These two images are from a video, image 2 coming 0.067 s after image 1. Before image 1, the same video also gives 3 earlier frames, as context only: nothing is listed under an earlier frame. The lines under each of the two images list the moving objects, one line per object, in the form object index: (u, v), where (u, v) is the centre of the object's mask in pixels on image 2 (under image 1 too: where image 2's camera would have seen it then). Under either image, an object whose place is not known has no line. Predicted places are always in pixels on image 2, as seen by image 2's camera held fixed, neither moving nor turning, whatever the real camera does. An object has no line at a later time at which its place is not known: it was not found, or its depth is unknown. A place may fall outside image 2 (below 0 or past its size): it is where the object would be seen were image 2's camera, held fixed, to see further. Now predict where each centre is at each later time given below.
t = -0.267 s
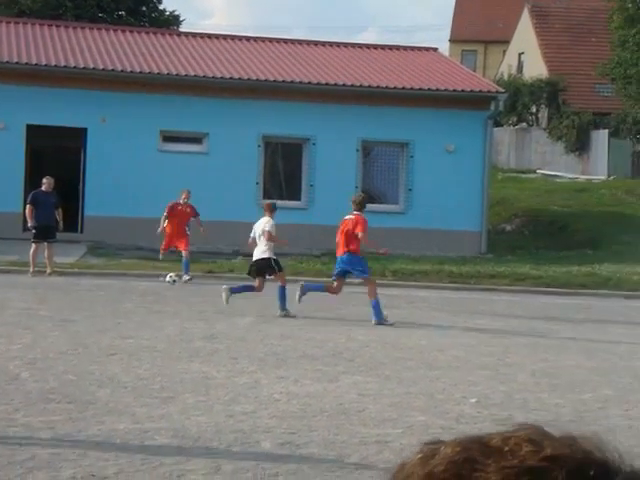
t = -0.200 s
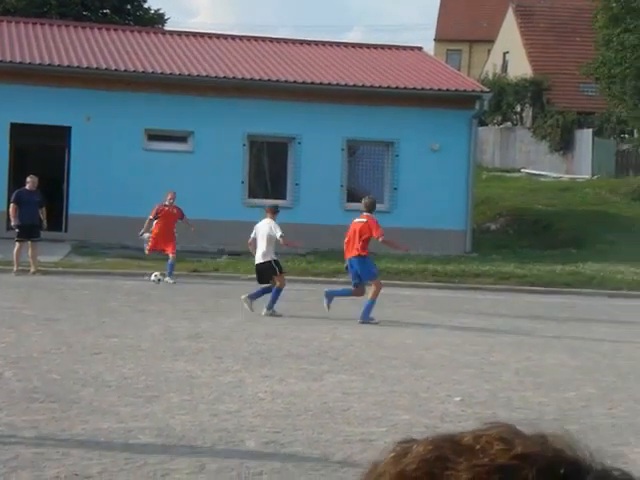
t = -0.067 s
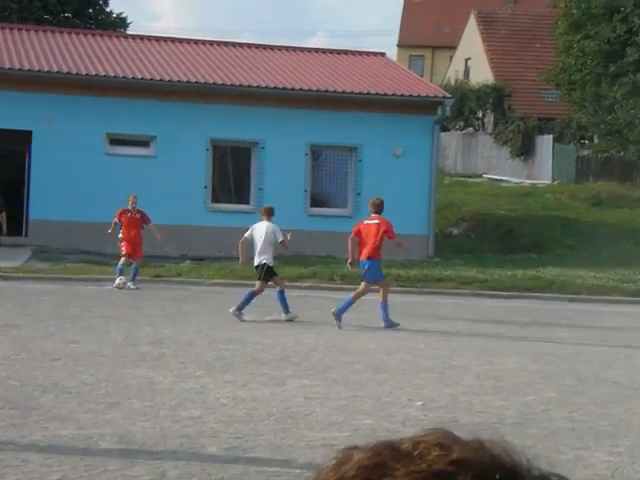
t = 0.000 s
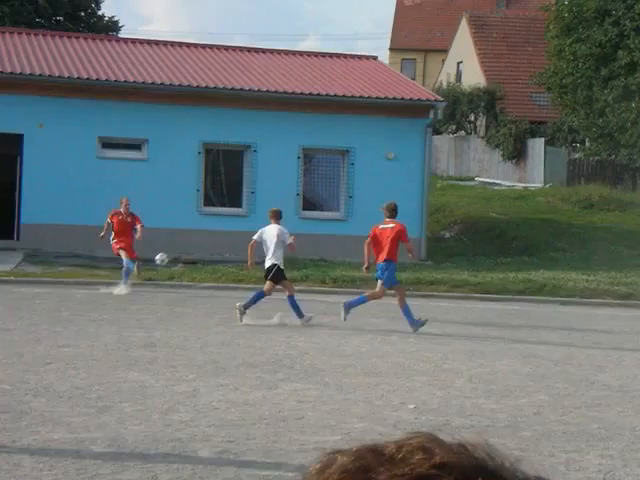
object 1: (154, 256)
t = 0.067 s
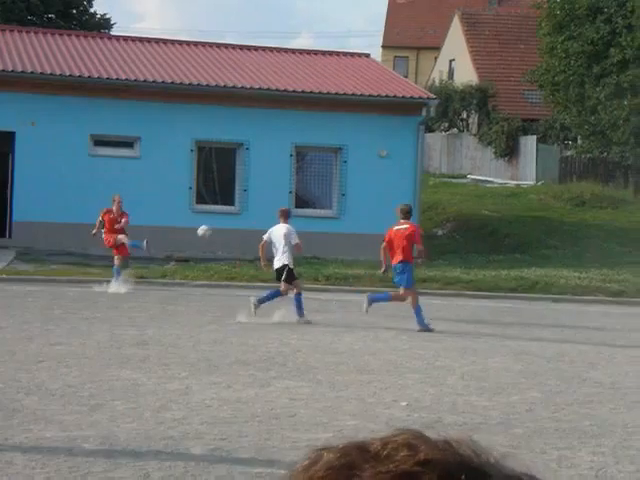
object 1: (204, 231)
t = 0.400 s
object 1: (468, 123)
